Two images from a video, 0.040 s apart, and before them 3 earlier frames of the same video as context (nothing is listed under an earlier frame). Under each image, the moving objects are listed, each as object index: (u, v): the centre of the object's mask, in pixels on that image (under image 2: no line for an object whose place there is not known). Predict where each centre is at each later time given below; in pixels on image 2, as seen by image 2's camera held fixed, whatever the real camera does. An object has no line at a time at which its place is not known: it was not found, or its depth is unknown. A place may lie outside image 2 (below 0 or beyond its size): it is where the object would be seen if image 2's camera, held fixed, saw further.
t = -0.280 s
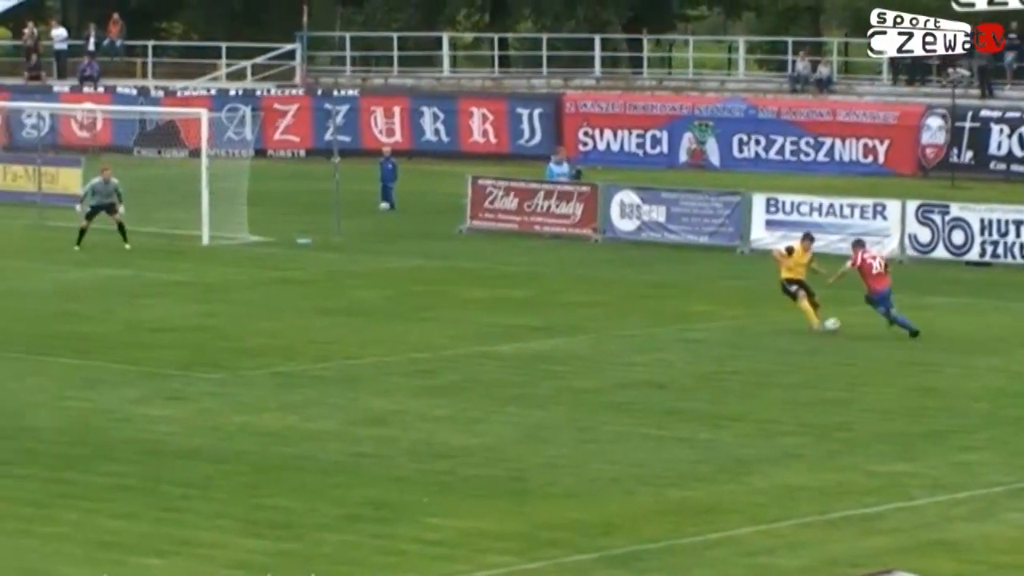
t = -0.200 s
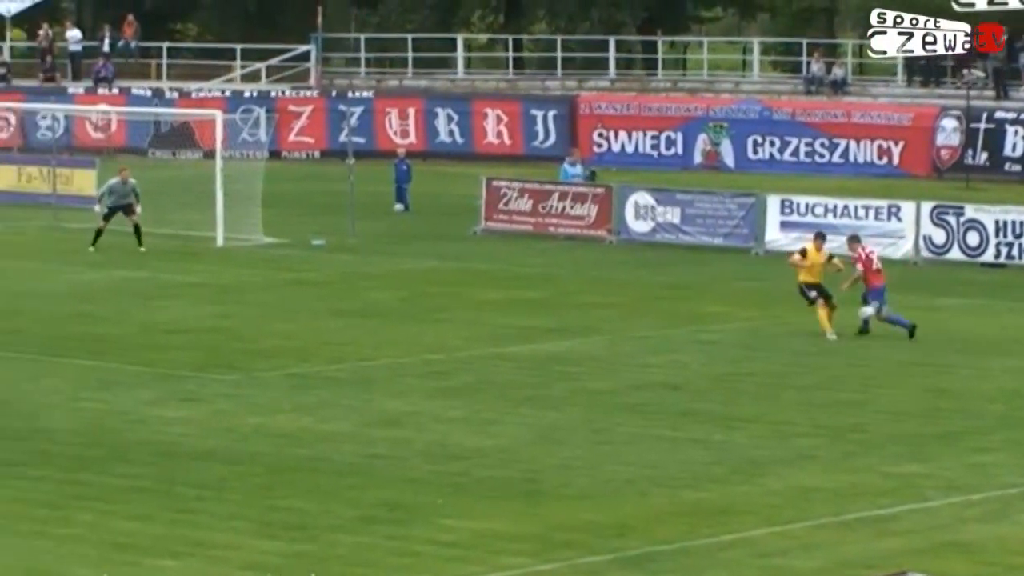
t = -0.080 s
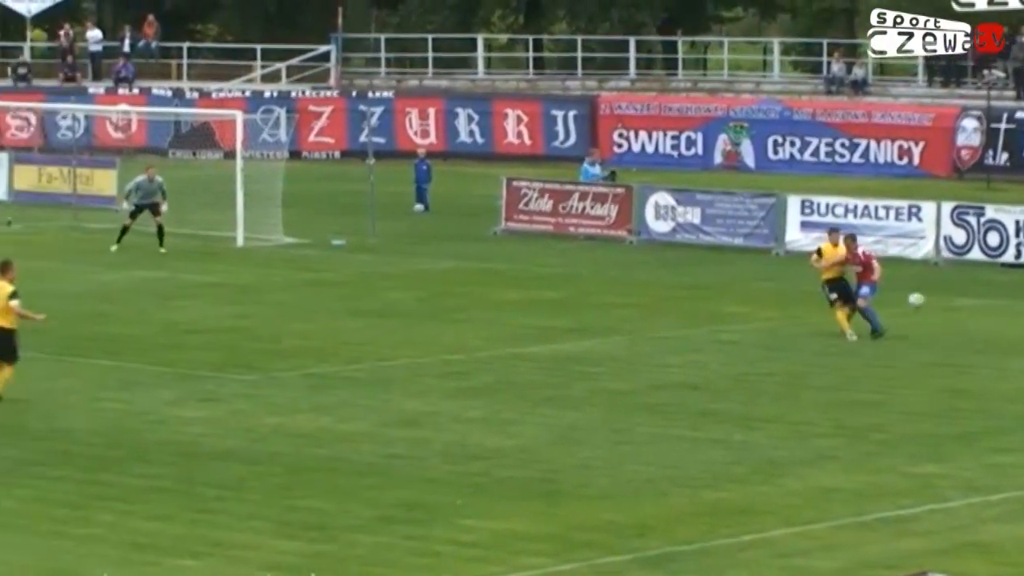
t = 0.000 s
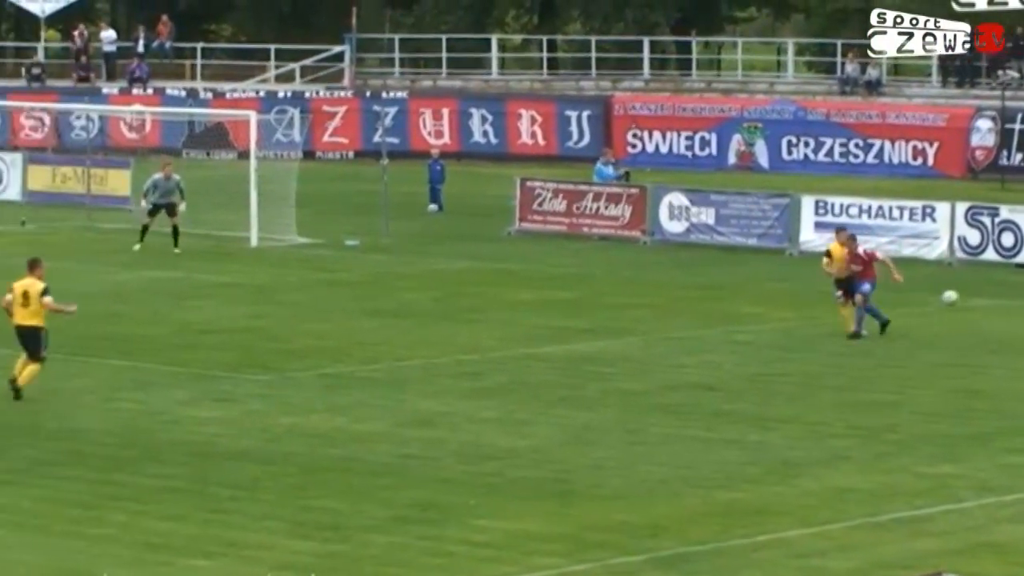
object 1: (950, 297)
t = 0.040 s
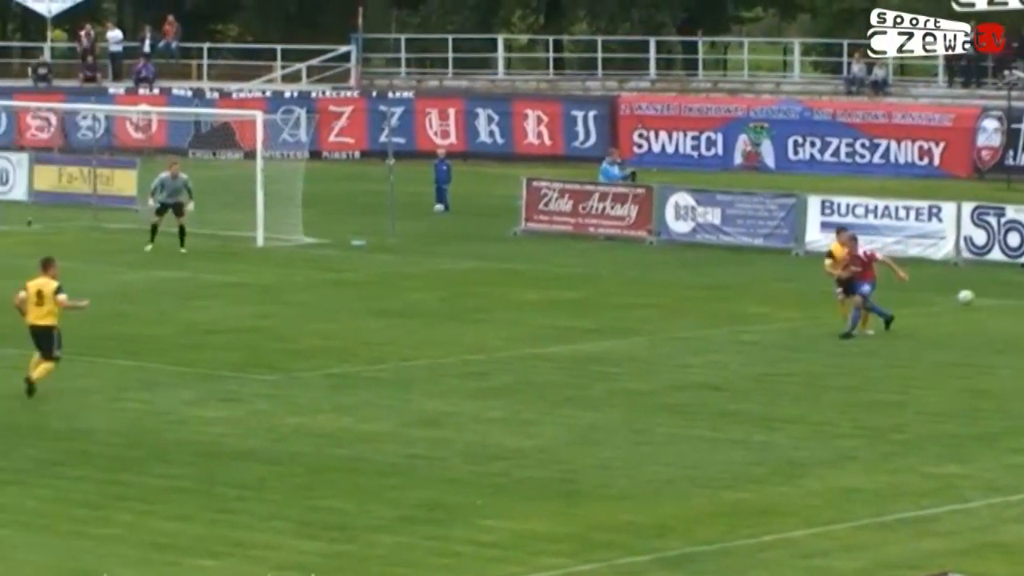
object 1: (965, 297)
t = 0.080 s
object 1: (975, 298)
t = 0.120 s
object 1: (984, 300)
